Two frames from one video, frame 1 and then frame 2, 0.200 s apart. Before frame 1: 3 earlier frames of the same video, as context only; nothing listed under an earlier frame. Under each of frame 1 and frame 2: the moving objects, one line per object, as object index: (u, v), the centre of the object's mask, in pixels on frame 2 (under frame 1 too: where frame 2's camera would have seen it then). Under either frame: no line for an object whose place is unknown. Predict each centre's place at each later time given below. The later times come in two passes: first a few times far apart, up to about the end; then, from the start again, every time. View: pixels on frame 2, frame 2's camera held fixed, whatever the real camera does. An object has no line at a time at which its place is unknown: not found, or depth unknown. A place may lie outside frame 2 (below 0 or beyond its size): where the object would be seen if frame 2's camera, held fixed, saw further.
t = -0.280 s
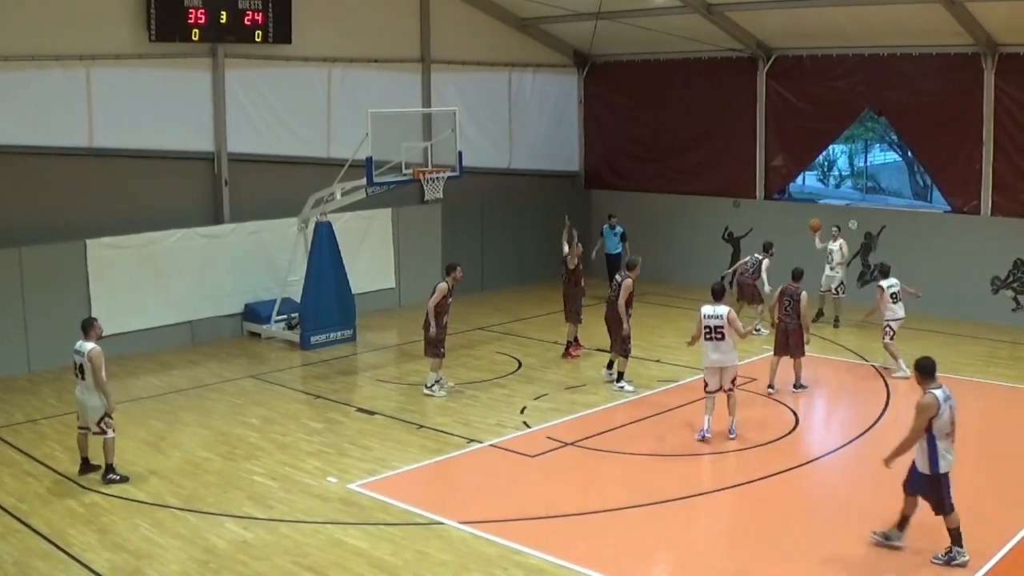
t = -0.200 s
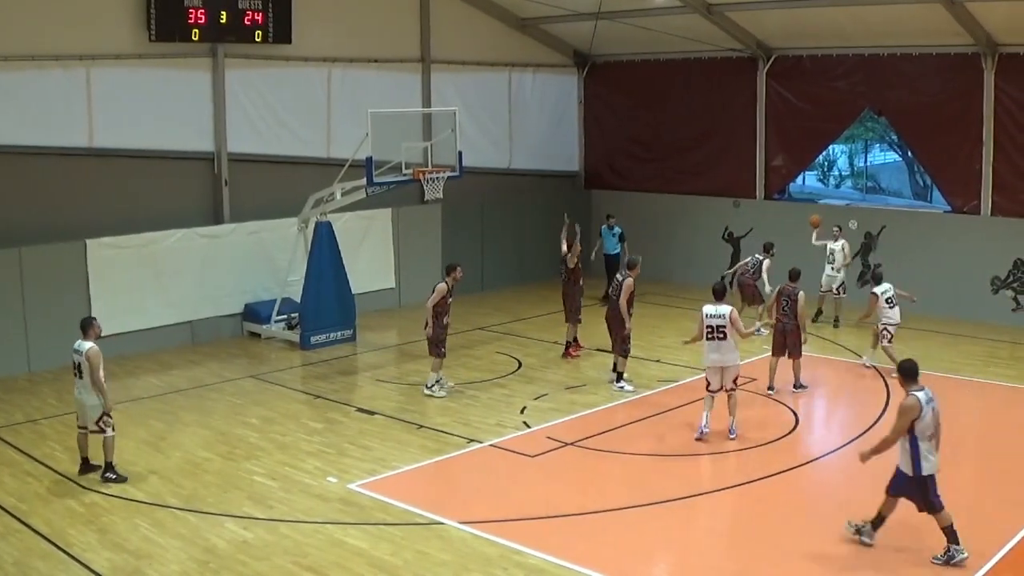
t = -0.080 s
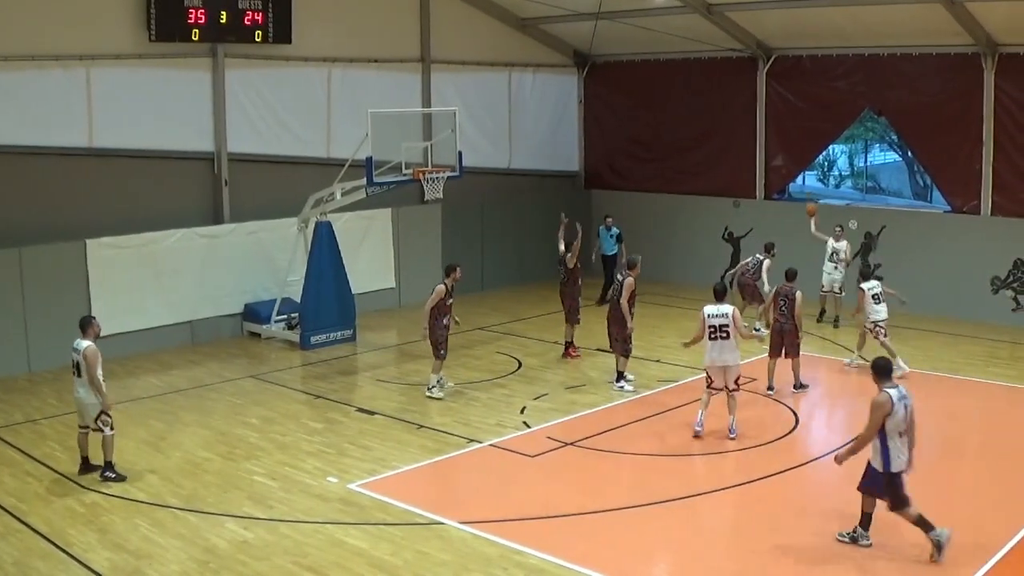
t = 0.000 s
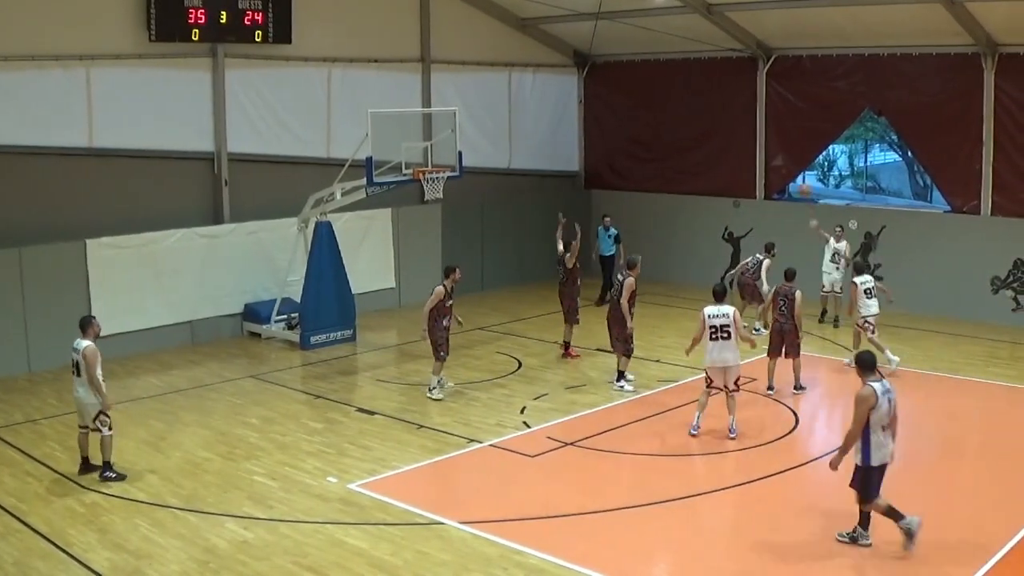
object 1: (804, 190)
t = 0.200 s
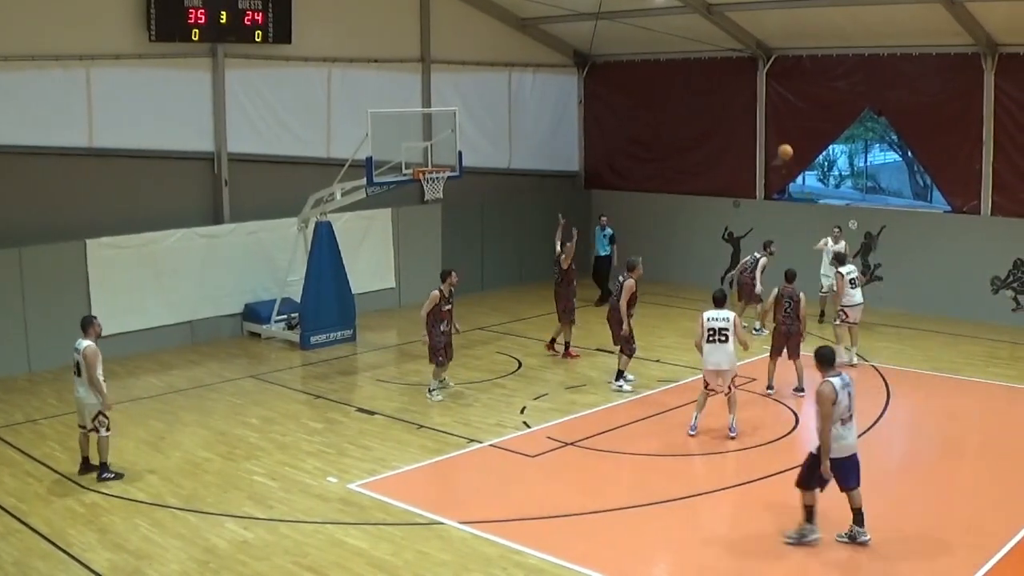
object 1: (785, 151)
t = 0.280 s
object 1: (775, 141)
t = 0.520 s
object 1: (741, 132)
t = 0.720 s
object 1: (704, 156)
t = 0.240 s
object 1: (780, 146)
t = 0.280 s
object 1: (775, 141)
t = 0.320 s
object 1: (770, 137)
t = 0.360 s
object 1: (765, 135)
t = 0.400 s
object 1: (760, 132)
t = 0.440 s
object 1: (754, 132)
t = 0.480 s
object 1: (748, 132)
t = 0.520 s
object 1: (741, 132)
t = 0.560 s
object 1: (734, 134)
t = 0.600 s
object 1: (727, 138)
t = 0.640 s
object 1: (720, 143)
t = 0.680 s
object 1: (712, 149)
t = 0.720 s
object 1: (704, 156)
